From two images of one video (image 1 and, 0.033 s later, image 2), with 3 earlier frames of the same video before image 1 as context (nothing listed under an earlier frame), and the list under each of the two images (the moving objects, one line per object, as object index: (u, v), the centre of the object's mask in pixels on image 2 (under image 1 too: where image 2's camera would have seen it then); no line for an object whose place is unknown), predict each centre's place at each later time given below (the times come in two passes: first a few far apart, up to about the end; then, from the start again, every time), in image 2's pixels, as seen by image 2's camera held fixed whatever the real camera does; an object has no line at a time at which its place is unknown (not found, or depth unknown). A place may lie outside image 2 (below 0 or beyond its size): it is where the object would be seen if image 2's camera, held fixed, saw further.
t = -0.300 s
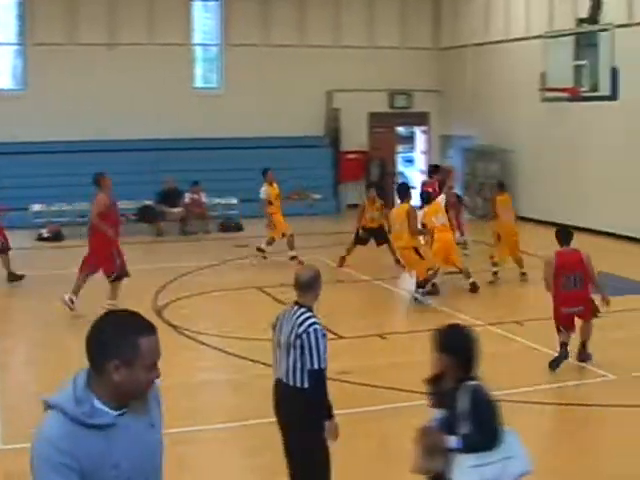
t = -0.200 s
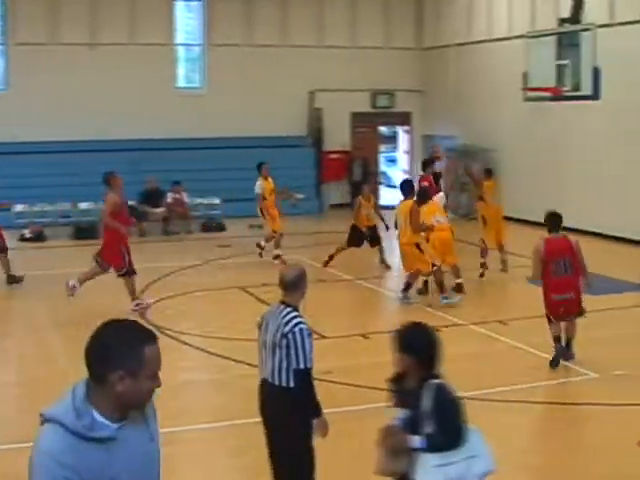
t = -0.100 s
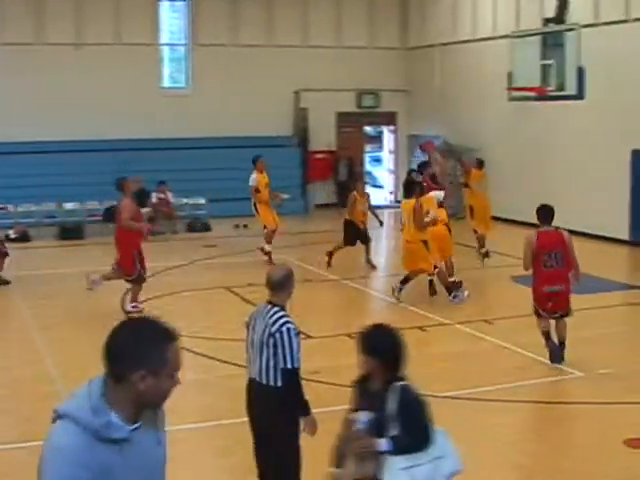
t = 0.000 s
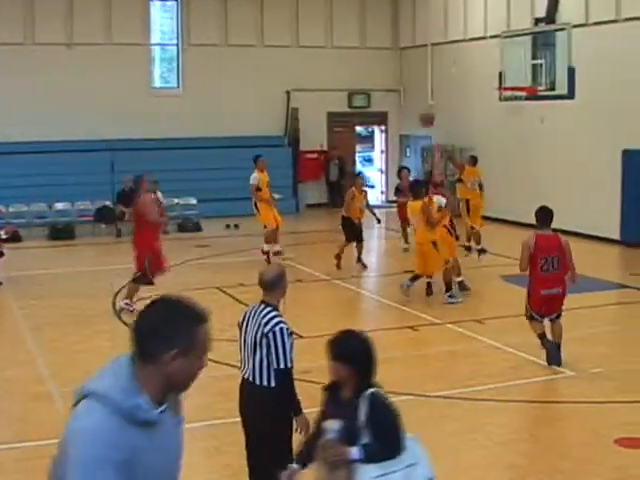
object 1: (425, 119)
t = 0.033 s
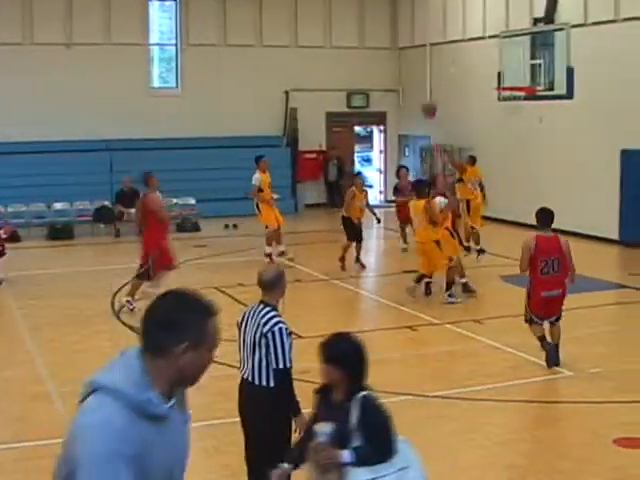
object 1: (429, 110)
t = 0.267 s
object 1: (455, 64)
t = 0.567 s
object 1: (487, 57)
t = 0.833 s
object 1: (509, 71)
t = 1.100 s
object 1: (515, 67)
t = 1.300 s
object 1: (517, 72)
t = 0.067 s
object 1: (433, 102)
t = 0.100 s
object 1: (437, 93)
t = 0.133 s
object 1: (440, 86)
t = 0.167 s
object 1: (444, 80)
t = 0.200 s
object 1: (447, 74)
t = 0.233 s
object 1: (451, 69)
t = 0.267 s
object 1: (455, 64)
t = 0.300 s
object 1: (458, 61)
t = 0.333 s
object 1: (462, 58)
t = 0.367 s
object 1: (466, 56)
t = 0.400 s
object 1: (469, 55)
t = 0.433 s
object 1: (473, 54)
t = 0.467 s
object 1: (476, 54)
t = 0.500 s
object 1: (480, 54)
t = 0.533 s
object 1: (484, 55)
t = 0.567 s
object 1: (487, 57)
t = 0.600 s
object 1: (490, 60)
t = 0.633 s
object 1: (494, 64)
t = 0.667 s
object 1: (497, 68)
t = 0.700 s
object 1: (501, 72)
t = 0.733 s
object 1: (504, 78)
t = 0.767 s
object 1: (506, 78)
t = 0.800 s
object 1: (508, 74)
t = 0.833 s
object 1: (509, 71)
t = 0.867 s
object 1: (509, 68)
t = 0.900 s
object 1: (510, 65)
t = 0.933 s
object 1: (510, 64)
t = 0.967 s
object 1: (512, 63)
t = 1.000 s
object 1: (513, 63)
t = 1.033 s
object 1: (514, 64)
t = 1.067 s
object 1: (514, 65)
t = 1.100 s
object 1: (515, 67)
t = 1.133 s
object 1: (516, 70)
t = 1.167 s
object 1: (517, 74)
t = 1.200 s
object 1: (518, 78)
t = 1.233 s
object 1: (518, 78)
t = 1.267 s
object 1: (518, 75)
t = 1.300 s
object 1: (517, 72)
